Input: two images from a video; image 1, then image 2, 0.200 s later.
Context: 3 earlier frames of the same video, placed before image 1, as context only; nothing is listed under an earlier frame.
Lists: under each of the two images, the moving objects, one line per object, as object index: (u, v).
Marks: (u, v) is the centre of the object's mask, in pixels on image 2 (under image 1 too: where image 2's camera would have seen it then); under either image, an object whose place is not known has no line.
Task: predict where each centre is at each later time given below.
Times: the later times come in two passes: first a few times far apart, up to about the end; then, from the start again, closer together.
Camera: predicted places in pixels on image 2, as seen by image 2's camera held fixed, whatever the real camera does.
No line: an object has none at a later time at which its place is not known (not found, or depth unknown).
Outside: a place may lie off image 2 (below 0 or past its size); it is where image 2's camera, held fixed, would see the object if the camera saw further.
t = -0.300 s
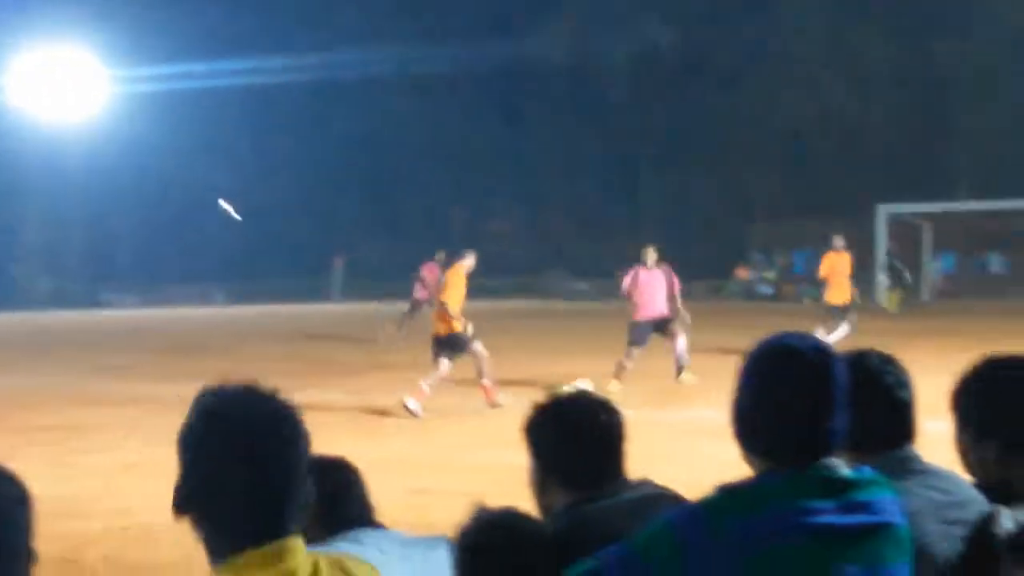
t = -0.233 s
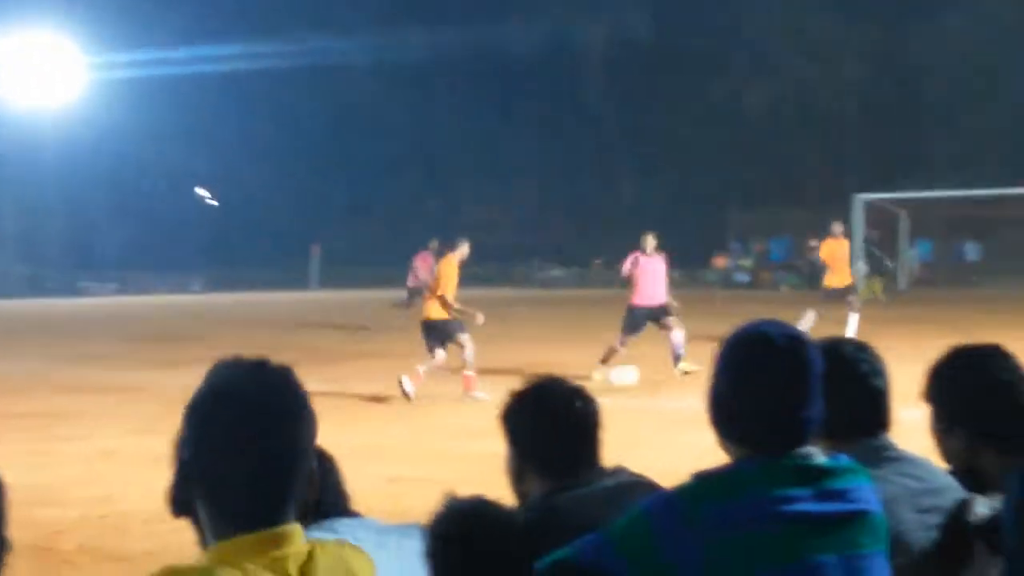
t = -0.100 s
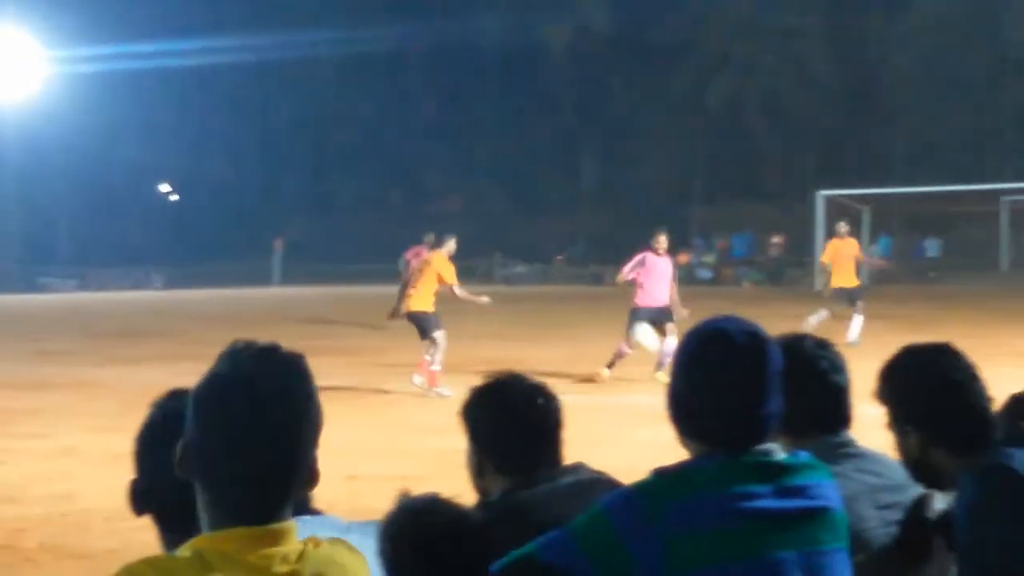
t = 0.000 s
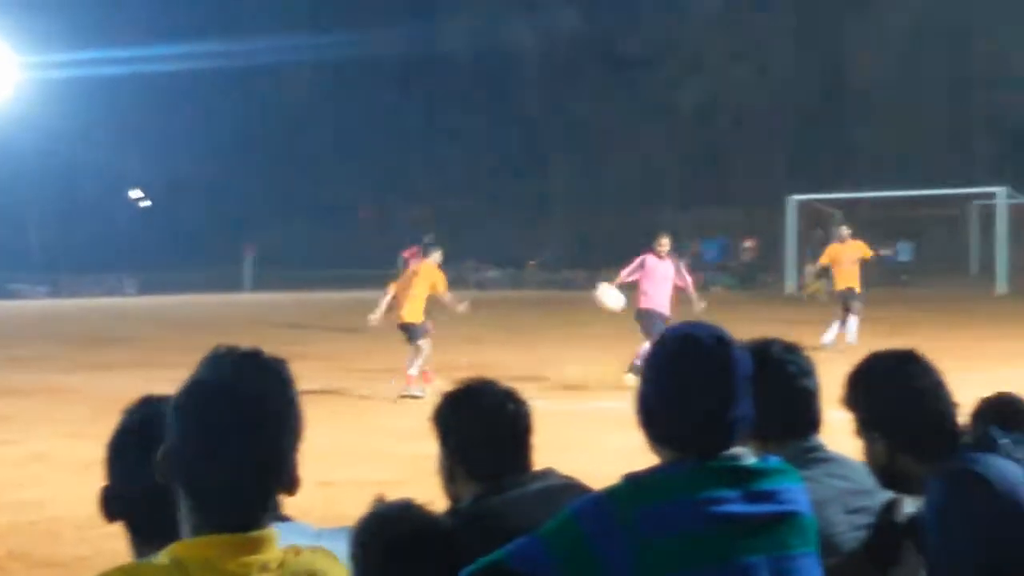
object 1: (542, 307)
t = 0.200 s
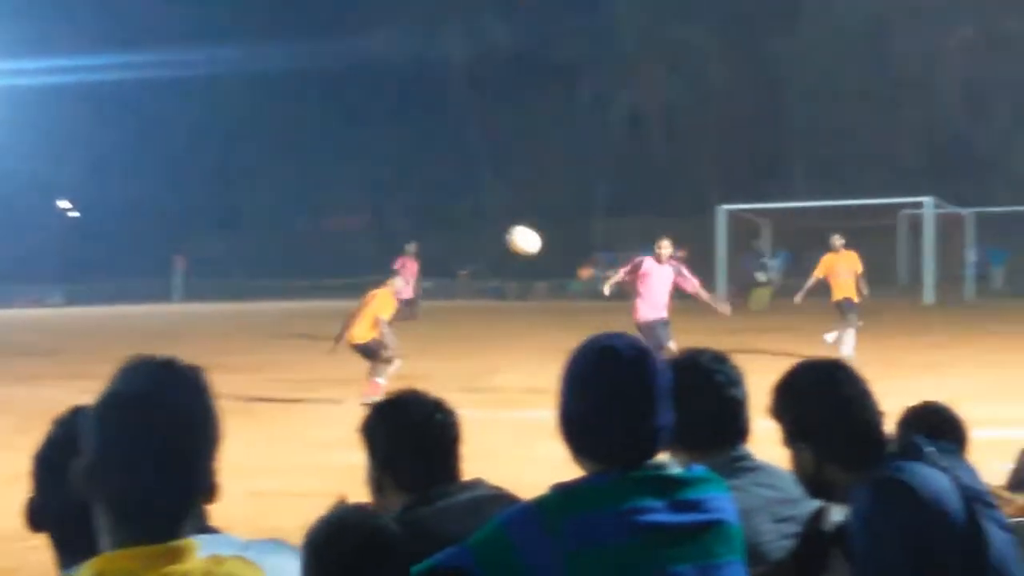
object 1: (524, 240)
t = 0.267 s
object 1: (517, 226)
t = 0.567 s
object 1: (492, 216)
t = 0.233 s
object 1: (520, 232)
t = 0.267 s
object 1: (517, 226)
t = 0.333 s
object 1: (511, 216)
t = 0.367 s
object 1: (509, 212)
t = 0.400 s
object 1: (506, 210)
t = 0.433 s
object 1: (502, 208)
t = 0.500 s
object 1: (497, 210)
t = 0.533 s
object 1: (494, 212)
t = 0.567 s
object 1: (492, 216)
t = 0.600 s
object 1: (489, 221)
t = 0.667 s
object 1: (483, 235)
